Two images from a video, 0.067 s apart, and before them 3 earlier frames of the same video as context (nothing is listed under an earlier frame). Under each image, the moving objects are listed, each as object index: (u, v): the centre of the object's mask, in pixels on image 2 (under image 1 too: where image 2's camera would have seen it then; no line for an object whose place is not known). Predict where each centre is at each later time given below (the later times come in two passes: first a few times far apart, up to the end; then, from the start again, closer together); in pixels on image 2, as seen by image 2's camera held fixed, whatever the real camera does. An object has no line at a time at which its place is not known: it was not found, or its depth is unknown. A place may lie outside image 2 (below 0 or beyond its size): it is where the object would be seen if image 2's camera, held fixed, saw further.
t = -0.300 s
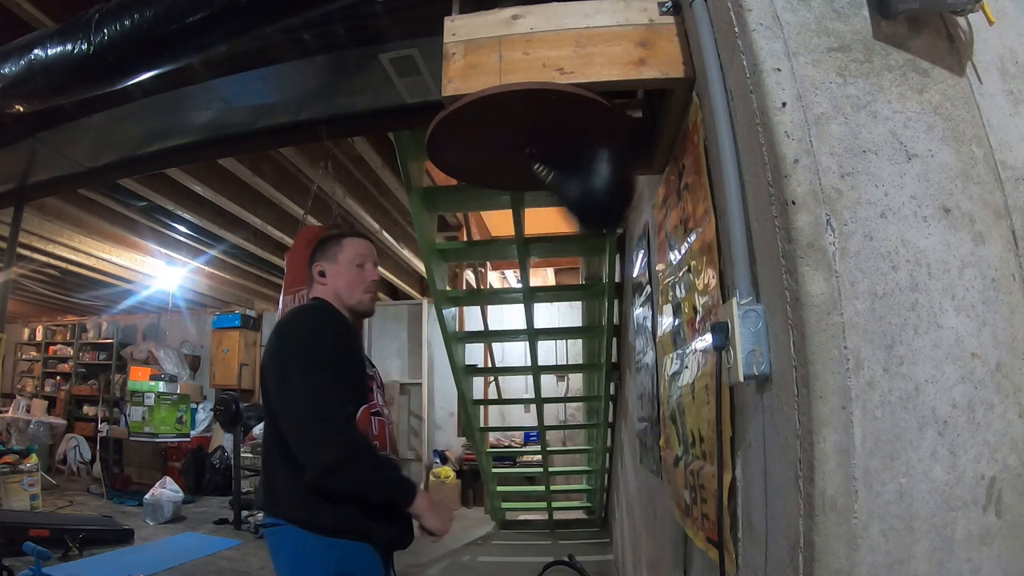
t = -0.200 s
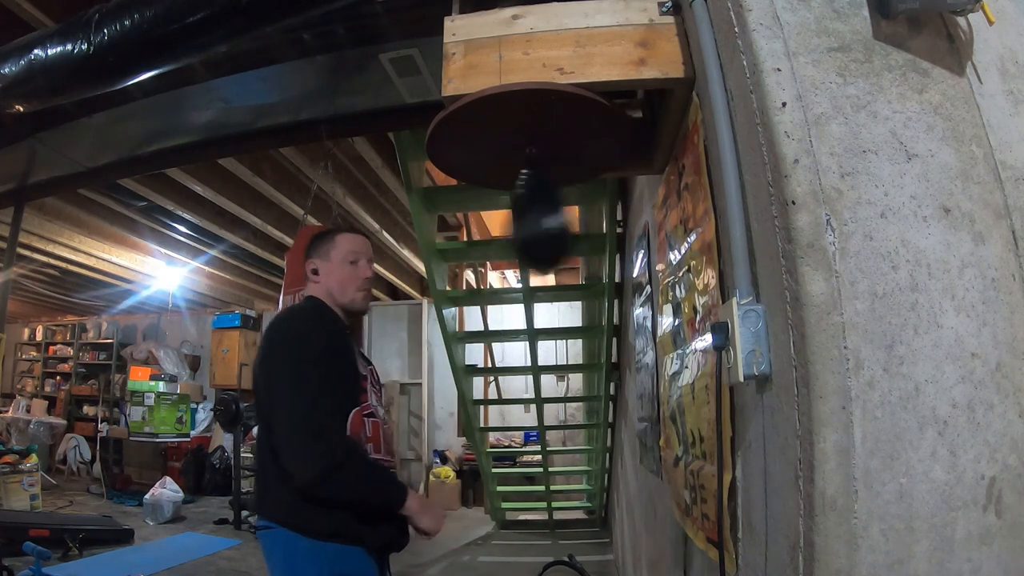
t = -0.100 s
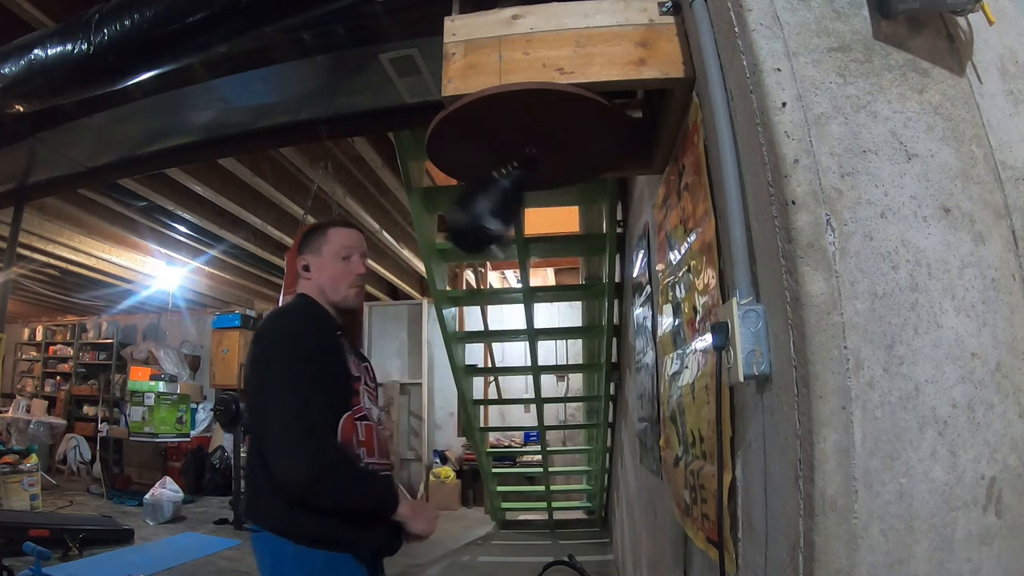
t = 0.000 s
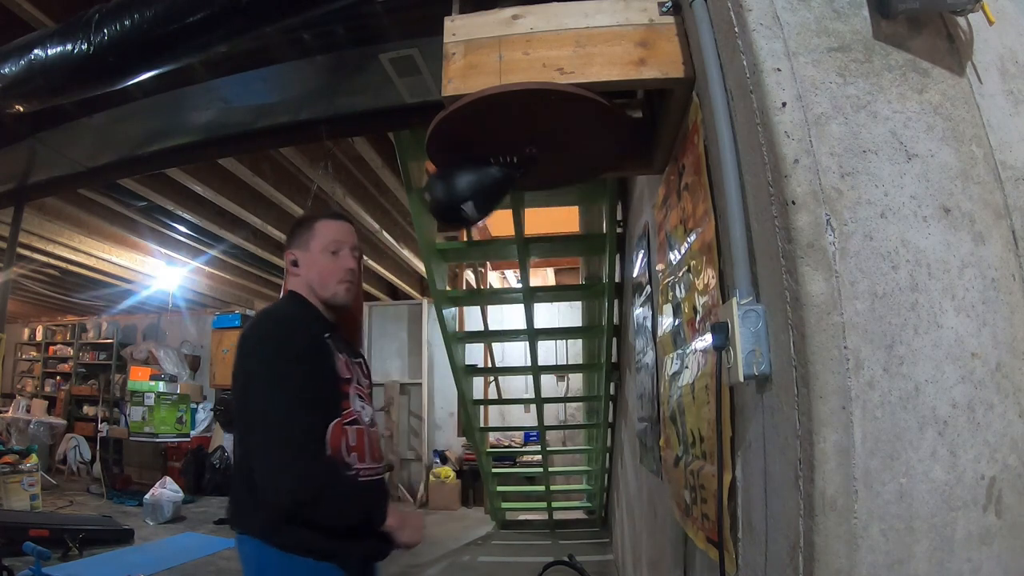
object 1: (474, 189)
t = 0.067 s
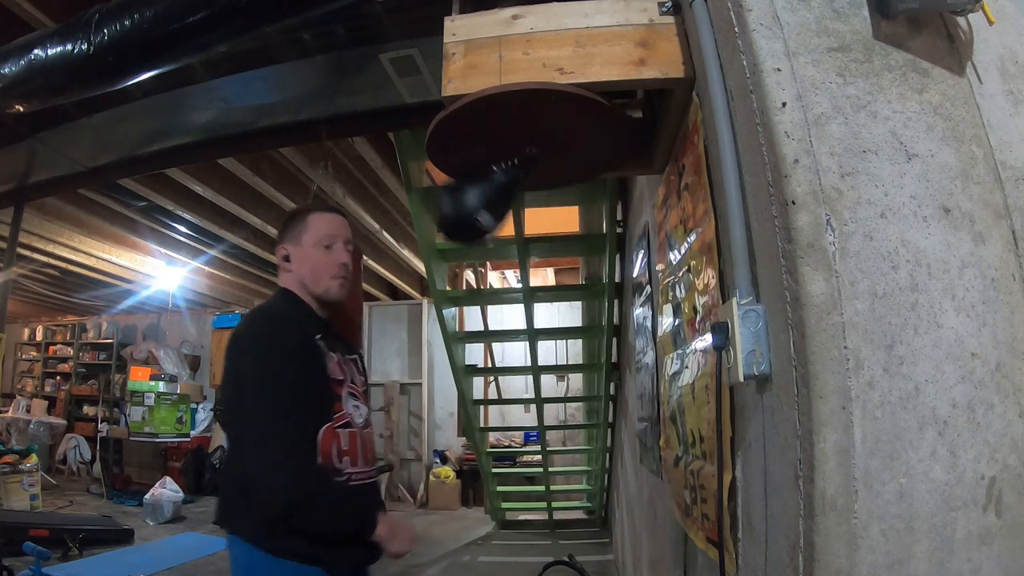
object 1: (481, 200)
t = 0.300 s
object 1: (584, 199)
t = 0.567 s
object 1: (590, 191)
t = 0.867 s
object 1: (481, 199)
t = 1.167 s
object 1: (520, 220)
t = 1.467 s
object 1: (592, 191)
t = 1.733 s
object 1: (516, 220)
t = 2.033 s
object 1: (491, 211)
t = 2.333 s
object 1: (583, 202)
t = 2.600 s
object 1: (552, 218)
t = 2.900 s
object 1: (489, 211)
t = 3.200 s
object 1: (559, 216)
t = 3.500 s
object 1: (561, 215)
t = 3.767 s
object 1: (497, 216)
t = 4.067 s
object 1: (537, 223)
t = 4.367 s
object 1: (567, 213)
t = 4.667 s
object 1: (506, 220)
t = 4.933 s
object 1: (522, 223)
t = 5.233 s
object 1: (566, 215)
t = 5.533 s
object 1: (525, 223)
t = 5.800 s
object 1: (511, 222)
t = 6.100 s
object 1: (558, 218)
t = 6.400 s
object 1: (535, 224)
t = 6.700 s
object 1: (513, 223)
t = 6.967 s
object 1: (548, 221)
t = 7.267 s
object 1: (542, 222)
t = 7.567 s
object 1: (516, 223)
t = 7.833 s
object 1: (541, 223)
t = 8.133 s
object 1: (545, 222)
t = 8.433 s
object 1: (519, 223)
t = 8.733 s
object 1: (539, 224)
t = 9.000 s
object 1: (545, 222)
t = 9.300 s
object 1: (523, 224)
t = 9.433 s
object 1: (524, 224)
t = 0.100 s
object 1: (489, 207)
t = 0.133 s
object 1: (502, 214)
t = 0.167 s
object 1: (517, 219)
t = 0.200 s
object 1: (536, 219)
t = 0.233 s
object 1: (554, 217)
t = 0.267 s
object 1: (570, 208)
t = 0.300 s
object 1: (584, 199)
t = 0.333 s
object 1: (591, 191)
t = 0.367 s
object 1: (595, 183)
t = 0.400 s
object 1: (597, 176)
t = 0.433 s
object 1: (597, 174)
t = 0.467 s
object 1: (597, 174)
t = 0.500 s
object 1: (597, 178)
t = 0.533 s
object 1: (594, 184)
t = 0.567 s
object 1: (590, 191)
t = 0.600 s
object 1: (585, 200)
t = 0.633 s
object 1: (573, 207)
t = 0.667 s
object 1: (556, 216)
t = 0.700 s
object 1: (537, 220)
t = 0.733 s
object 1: (520, 220)
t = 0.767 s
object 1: (505, 217)
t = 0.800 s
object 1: (494, 211)
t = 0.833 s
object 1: (485, 206)
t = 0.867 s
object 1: (481, 199)
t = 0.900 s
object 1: (478, 195)
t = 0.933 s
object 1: (476, 193)
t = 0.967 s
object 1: (476, 193)
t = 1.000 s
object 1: (478, 196)
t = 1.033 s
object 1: (480, 201)
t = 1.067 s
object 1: (486, 206)
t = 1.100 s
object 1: (494, 212)
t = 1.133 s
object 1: (505, 217)
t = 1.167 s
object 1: (520, 220)
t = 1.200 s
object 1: (535, 221)
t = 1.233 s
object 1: (548, 219)
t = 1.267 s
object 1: (564, 213)
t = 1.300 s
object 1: (575, 208)
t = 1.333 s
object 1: (586, 201)
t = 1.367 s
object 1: (589, 195)
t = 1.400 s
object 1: (592, 192)
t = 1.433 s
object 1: (593, 191)
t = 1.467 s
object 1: (592, 191)
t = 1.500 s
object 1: (590, 194)
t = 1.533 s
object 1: (587, 199)
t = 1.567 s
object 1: (581, 202)
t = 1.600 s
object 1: (572, 208)
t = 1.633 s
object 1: (559, 215)
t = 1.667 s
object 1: (543, 219)
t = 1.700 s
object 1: (529, 220)
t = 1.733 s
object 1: (516, 220)
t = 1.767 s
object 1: (504, 216)
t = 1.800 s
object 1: (495, 212)
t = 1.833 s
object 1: (489, 208)
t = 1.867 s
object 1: (484, 205)
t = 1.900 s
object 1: (482, 204)
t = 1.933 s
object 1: (482, 204)
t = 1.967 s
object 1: (483, 205)
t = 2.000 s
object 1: (485, 208)
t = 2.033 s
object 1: (491, 211)
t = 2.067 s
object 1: (500, 216)
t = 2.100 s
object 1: (509, 220)
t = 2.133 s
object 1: (521, 222)
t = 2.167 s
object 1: (534, 223)
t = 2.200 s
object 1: (546, 220)
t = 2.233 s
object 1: (558, 217)
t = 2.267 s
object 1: (567, 211)
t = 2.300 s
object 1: (575, 207)
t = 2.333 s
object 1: (583, 202)
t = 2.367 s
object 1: (584, 200)
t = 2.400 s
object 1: (585, 199)
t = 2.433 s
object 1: (585, 200)
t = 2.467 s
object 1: (583, 202)
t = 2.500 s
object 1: (579, 204)
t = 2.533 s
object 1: (572, 208)
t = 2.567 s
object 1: (562, 213)
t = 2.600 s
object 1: (552, 218)
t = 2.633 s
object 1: (539, 221)
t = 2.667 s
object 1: (528, 222)
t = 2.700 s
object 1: (516, 221)
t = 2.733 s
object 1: (507, 219)
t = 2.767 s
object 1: (499, 215)
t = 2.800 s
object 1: (493, 213)
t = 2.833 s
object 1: (490, 212)
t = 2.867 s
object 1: (489, 211)
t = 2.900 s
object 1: (489, 211)
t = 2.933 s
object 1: (491, 212)
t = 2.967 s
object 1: (494, 215)
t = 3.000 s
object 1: (500, 217)
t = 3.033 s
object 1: (508, 220)
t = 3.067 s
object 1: (517, 222)
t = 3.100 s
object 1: (528, 223)
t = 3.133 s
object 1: (539, 223)
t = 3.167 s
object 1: (548, 220)
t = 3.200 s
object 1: (559, 216)
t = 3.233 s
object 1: (565, 212)
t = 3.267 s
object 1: (572, 209)
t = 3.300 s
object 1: (576, 208)
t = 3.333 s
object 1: (577, 206)
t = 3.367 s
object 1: (577, 206)
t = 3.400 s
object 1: (576, 207)
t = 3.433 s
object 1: (572, 209)
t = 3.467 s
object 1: (567, 211)
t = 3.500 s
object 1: (561, 215)
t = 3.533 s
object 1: (551, 218)
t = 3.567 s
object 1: (541, 221)
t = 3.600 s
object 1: (532, 222)
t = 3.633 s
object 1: (522, 222)
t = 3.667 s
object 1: (513, 221)
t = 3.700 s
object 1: (507, 219)
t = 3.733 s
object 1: (501, 217)
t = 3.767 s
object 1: (497, 216)
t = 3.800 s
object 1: (495, 215)
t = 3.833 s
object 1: (495, 215)
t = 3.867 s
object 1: (496, 216)
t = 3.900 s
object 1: (500, 218)
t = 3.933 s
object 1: (505, 219)
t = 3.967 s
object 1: (511, 221)
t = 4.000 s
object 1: (519, 221)
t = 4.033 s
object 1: (528, 222)
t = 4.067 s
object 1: (537, 223)
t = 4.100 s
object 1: (545, 221)
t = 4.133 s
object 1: (553, 219)
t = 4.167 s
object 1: (560, 216)
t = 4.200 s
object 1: (565, 214)
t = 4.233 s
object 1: (569, 212)
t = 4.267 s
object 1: (571, 211)
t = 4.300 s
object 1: (571, 211)
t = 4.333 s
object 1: (570, 211)
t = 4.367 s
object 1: (567, 213)
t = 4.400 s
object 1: (563, 215)
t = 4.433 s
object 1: (557, 218)
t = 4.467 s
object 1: (548, 220)
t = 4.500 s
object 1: (541, 222)
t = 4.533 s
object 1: (532, 223)
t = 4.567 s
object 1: (524, 223)
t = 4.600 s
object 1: (516, 222)
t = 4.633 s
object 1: (510, 221)
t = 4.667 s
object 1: (506, 220)
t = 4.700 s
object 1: (503, 218)
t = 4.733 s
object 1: (501, 218)
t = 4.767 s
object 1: (501, 218)
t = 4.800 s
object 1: (502, 219)
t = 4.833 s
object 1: (505, 220)
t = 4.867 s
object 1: (509, 222)
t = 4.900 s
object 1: (515, 223)
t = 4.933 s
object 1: (522, 223)
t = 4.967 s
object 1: (530, 224)
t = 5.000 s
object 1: (537, 223)
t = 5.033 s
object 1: (545, 222)
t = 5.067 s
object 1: (550, 221)
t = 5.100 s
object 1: (557, 219)
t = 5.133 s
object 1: (562, 217)
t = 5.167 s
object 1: (564, 216)
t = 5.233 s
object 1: (566, 215)
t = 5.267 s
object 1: (566, 215)
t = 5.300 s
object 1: (564, 215)
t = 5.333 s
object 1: (561, 216)
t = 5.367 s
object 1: (557, 218)
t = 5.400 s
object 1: (551, 219)
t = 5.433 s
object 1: (545, 221)
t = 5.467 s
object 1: (538, 223)
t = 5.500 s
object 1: (531, 223)
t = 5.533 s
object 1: (525, 223)
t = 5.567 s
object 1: (519, 222)
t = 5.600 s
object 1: (513, 222)
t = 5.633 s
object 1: (510, 221)
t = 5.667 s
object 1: (507, 221)
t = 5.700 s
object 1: (506, 220)
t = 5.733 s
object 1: (507, 221)
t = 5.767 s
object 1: (508, 221)
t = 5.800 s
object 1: (511, 222)
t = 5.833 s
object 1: (515, 223)
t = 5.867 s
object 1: (520, 223)
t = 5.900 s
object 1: (526, 224)
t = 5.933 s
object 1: (533, 224)
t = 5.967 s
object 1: (539, 223)
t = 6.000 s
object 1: (544, 222)
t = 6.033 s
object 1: (550, 221)
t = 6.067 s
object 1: (554, 220)
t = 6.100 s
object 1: (558, 218)
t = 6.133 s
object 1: (560, 217)
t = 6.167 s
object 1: (561, 217)
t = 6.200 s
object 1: (560, 217)
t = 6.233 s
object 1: (559, 218)
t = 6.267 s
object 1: (556, 219)
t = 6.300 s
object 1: (551, 220)
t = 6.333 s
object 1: (546, 221)
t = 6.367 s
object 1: (541, 223)
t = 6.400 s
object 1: (535, 224)
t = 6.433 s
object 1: (530, 224)
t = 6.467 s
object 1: (524, 224)
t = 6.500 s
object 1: (519, 224)
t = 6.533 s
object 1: (515, 223)
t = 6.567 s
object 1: (513, 223)
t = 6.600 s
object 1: (511, 223)
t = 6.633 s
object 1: (511, 222)
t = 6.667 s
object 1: (511, 223)
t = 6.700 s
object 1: (513, 223)
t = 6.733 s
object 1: (516, 223)
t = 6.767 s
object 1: (520, 224)
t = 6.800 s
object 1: (525, 224)
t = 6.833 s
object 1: (530, 224)
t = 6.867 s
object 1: (535, 224)
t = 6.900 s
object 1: (540, 223)
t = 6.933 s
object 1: (544, 222)
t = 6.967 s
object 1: (548, 221)
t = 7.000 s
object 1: (552, 220)
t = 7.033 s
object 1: (554, 220)
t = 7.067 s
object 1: (555, 220)
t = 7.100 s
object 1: (555, 220)
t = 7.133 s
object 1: (555, 220)
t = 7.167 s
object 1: (553, 220)
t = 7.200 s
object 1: (550, 221)
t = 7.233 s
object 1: (546, 222)
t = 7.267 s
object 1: (542, 222)
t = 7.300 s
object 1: (537, 223)
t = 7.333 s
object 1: (533, 224)
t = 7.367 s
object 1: (528, 224)
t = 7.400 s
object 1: (524, 224)
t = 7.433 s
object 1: (520, 223)
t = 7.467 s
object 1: (518, 223)
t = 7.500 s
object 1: (516, 223)
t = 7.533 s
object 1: (515, 223)
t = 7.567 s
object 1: (516, 223)
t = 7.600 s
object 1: (517, 223)
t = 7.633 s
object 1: (519, 223)
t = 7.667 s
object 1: (522, 224)
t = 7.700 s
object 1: (525, 224)
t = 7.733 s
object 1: (529, 224)
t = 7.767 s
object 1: (533, 224)
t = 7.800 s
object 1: (537, 224)
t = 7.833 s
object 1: (541, 223)
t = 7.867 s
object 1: (544, 222)
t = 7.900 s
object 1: (547, 221)
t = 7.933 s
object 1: (549, 221)
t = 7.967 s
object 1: (551, 221)
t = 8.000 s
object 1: (551, 221)
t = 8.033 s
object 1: (551, 221)
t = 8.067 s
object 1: (550, 221)
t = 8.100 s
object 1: (547, 221)
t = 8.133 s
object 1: (545, 222)
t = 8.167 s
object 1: (542, 222)
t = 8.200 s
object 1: (538, 223)
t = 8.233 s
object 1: (534, 223)
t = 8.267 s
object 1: (531, 223)
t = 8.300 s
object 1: (527, 224)
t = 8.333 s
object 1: (524, 224)
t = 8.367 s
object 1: (522, 224)
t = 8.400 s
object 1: (520, 224)
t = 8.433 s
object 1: (519, 223)
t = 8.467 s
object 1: (519, 224)
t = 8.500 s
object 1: (520, 224)
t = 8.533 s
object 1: (521, 224)
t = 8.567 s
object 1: (524, 224)
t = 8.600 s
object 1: (526, 225)
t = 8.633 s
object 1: (530, 225)
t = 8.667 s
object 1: (533, 224)
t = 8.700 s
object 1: (536, 224)
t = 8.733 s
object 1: (539, 224)
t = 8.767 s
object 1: (542, 223)
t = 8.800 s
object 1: (544, 223)
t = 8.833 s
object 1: (546, 222)
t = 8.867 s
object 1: (547, 222)
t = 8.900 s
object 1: (547, 222)
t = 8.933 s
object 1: (547, 222)
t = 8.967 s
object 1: (546, 222)
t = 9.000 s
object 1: (545, 222)
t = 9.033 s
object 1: (543, 223)
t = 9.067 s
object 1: (541, 223)
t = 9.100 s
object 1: (538, 224)
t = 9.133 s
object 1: (535, 224)
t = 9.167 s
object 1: (532, 224)
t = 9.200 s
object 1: (529, 224)
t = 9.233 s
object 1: (527, 224)
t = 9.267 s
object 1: (525, 224)
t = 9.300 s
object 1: (523, 224)
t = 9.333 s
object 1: (523, 224)
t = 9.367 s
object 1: (523, 224)
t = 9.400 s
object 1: (523, 224)
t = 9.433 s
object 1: (524, 224)
